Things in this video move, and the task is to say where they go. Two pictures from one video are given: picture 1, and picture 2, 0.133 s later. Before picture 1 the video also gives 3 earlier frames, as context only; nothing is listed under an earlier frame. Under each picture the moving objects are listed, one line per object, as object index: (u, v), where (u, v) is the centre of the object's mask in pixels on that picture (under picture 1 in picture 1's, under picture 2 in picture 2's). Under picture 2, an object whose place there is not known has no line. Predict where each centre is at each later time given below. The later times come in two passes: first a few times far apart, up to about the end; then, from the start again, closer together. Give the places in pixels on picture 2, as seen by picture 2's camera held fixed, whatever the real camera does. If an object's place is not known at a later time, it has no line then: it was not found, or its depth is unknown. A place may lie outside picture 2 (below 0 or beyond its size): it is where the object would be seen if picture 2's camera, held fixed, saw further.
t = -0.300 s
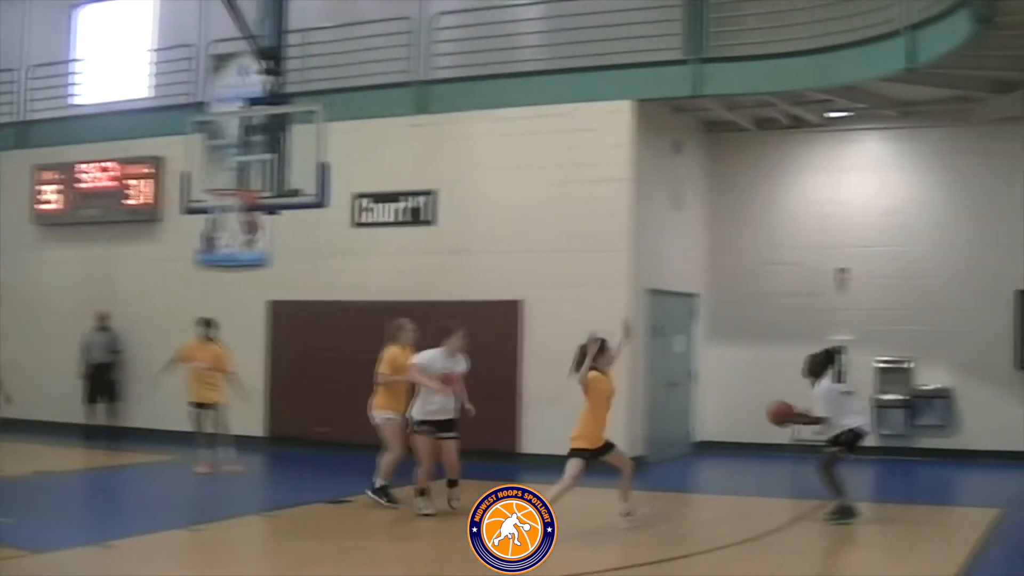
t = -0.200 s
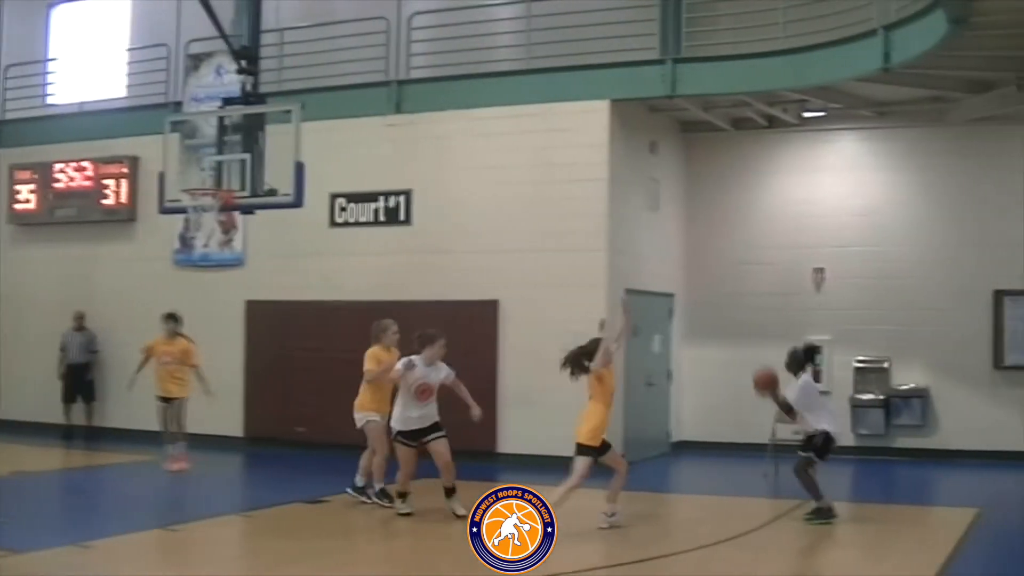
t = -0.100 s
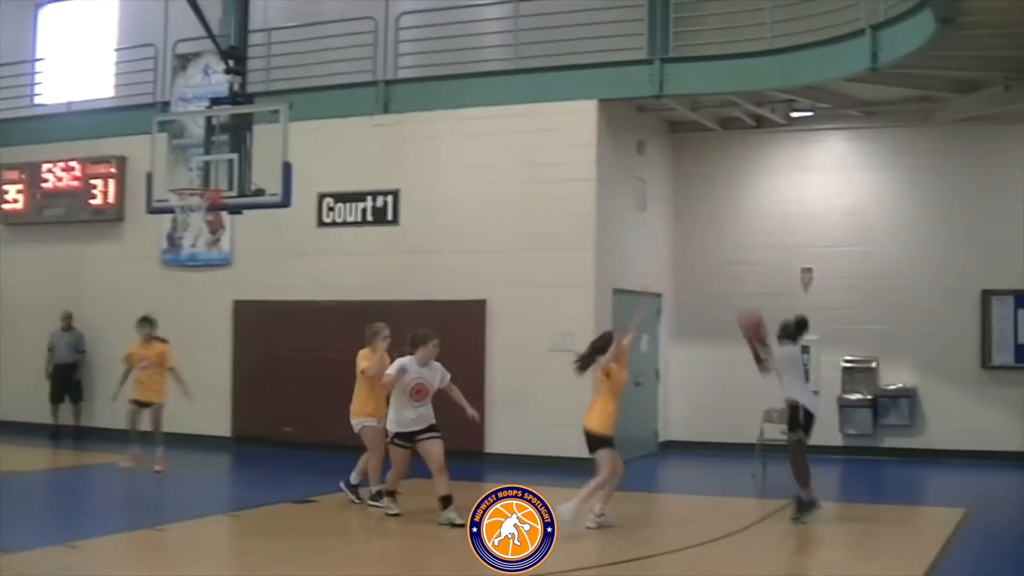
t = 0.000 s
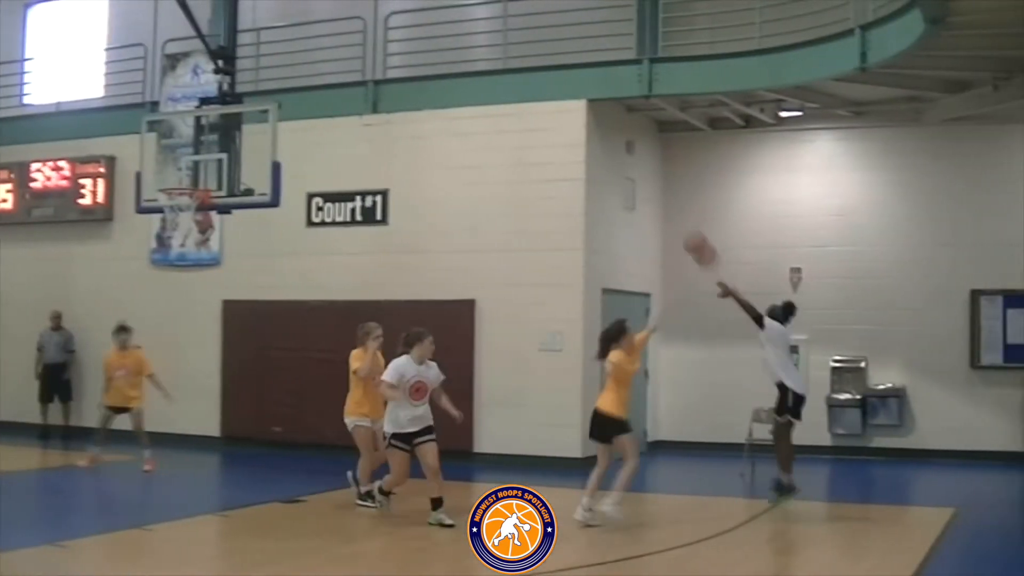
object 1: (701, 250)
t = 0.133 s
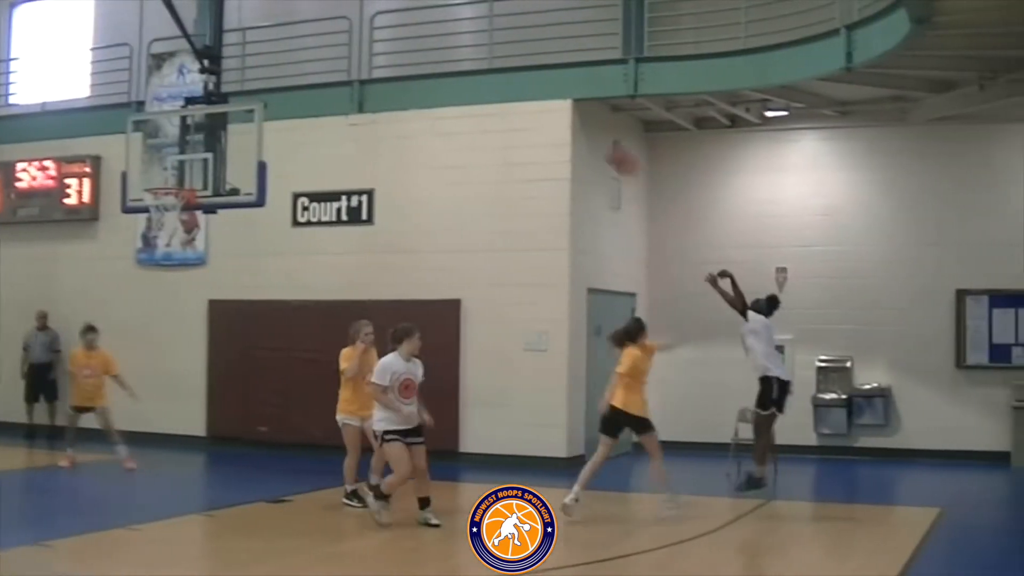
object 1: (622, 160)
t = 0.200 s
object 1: (591, 128)
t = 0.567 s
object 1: (428, 17)
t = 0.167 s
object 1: (606, 142)
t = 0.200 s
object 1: (591, 128)
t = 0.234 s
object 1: (576, 109)
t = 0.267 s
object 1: (559, 92)
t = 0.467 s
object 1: (471, 32)
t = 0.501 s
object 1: (456, 26)
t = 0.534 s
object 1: (441, 20)
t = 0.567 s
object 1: (428, 17)
